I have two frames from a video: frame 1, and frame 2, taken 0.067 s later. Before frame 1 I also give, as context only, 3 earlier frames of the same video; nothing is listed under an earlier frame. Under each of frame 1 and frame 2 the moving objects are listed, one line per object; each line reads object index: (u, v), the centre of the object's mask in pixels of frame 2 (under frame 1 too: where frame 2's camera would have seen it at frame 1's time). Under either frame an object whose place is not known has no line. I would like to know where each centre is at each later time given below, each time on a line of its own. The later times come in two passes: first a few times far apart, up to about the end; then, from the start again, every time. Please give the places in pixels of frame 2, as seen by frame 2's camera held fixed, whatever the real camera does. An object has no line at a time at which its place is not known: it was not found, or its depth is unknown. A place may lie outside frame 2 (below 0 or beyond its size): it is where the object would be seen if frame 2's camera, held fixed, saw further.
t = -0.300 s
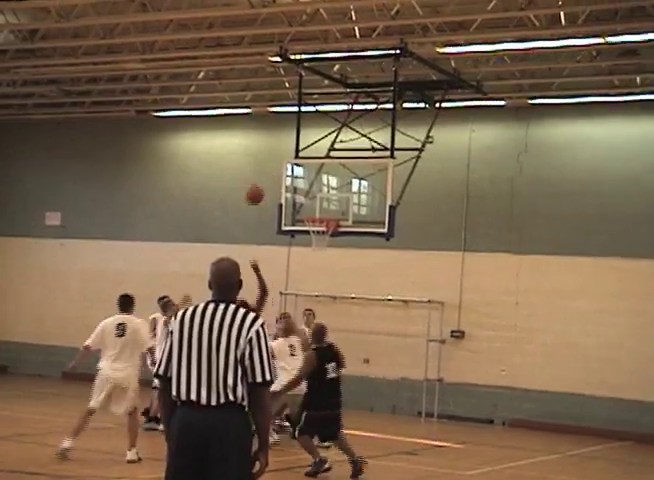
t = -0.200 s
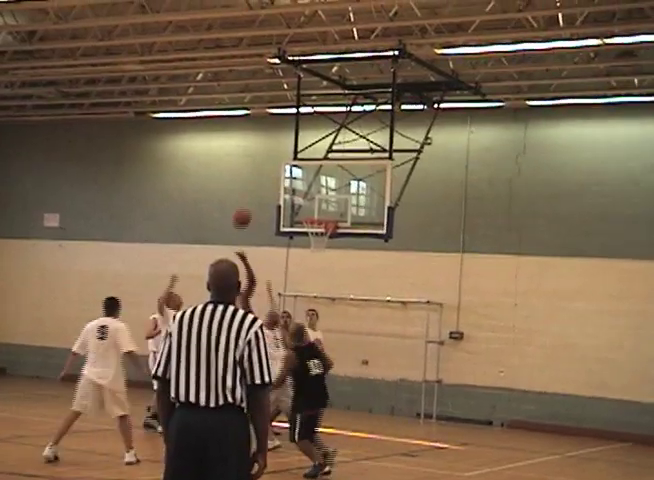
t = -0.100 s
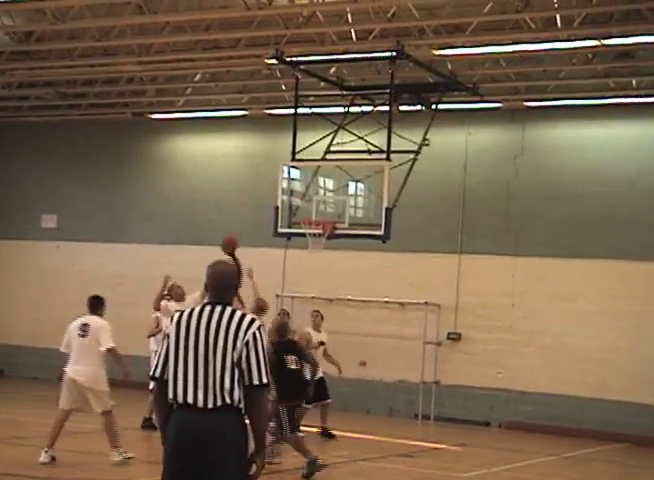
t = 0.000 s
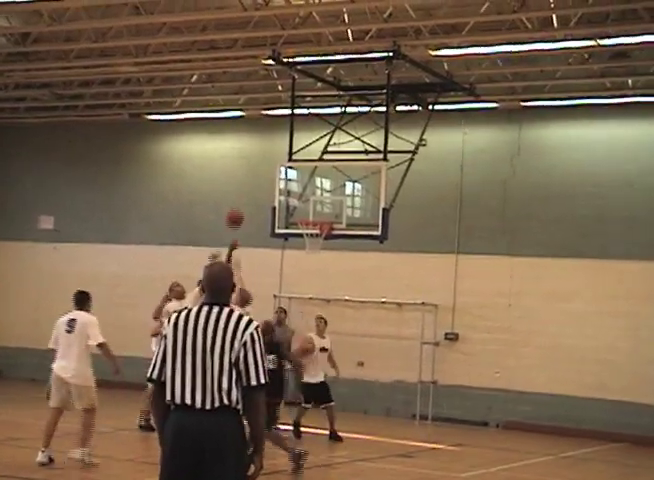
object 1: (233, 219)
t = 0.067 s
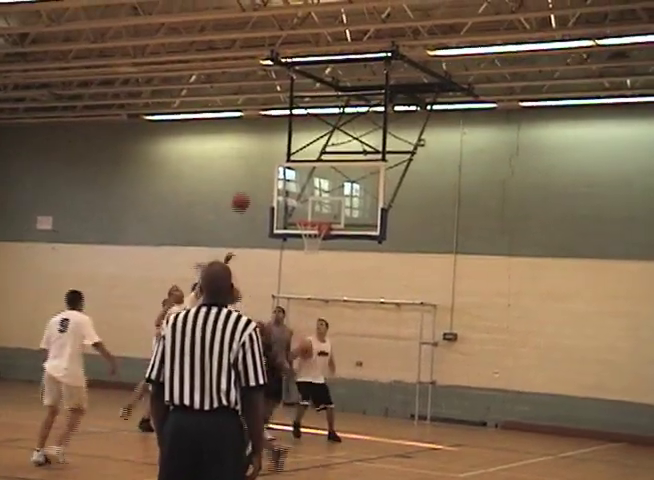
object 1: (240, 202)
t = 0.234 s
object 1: (258, 174)
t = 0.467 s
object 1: (278, 167)
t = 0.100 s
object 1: (244, 195)
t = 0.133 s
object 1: (248, 188)
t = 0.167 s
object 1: (251, 182)
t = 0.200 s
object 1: (255, 178)
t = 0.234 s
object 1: (258, 174)
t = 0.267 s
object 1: (261, 170)
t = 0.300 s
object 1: (264, 168)
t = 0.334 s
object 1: (267, 167)
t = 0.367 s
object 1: (270, 166)
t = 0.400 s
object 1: (273, 166)
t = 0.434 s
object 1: (276, 166)
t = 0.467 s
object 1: (278, 167)
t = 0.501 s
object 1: (282, 171)
